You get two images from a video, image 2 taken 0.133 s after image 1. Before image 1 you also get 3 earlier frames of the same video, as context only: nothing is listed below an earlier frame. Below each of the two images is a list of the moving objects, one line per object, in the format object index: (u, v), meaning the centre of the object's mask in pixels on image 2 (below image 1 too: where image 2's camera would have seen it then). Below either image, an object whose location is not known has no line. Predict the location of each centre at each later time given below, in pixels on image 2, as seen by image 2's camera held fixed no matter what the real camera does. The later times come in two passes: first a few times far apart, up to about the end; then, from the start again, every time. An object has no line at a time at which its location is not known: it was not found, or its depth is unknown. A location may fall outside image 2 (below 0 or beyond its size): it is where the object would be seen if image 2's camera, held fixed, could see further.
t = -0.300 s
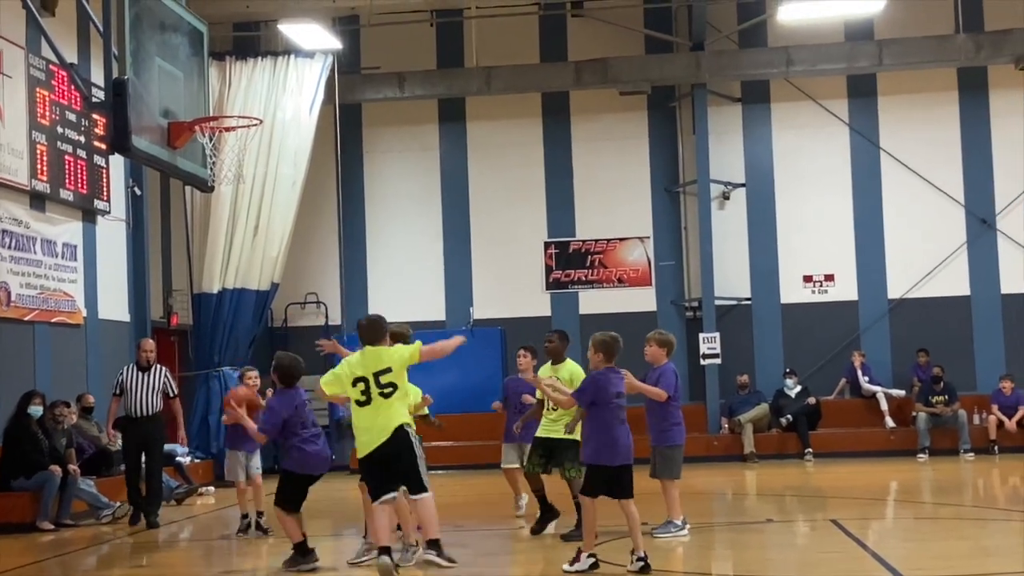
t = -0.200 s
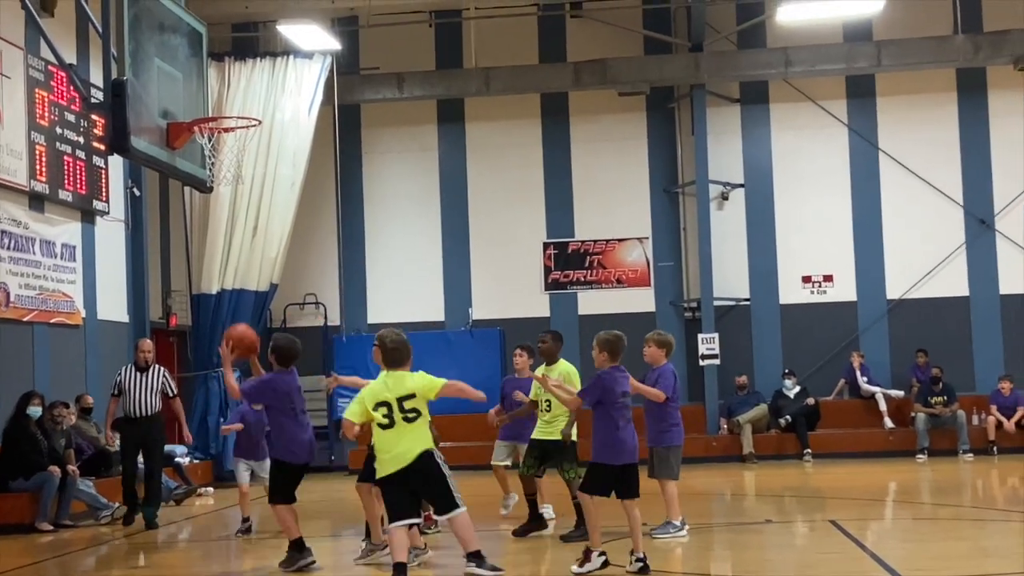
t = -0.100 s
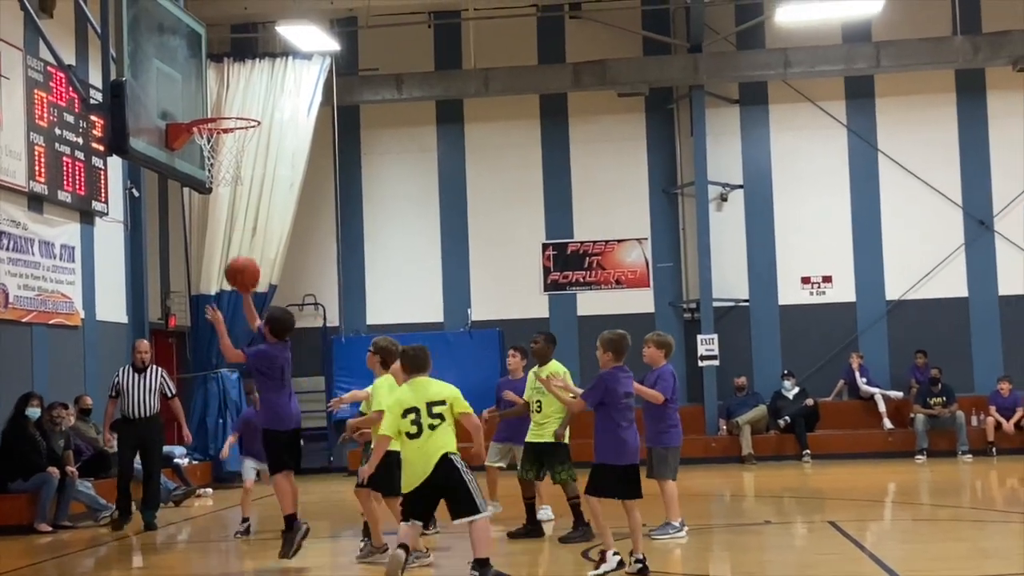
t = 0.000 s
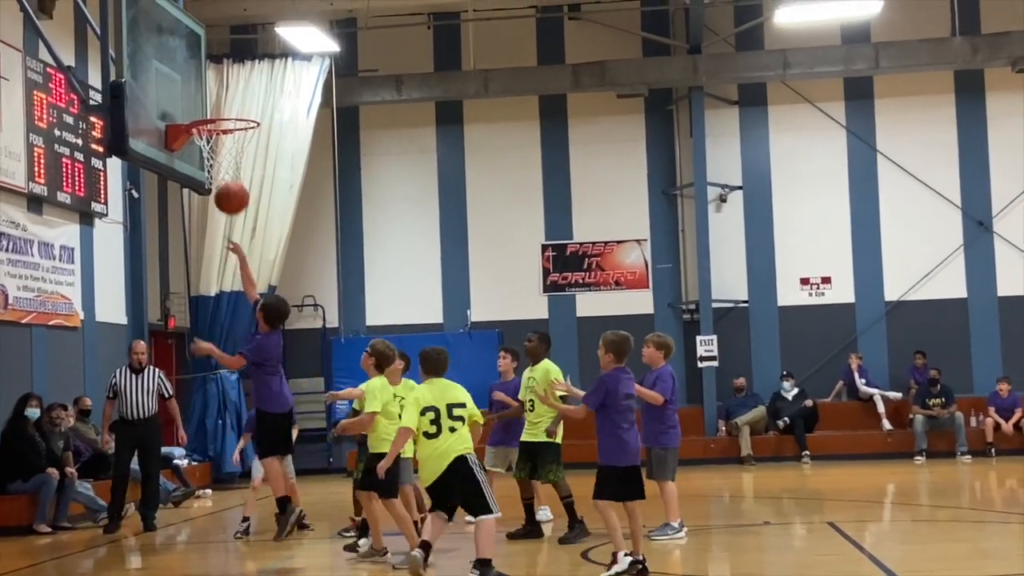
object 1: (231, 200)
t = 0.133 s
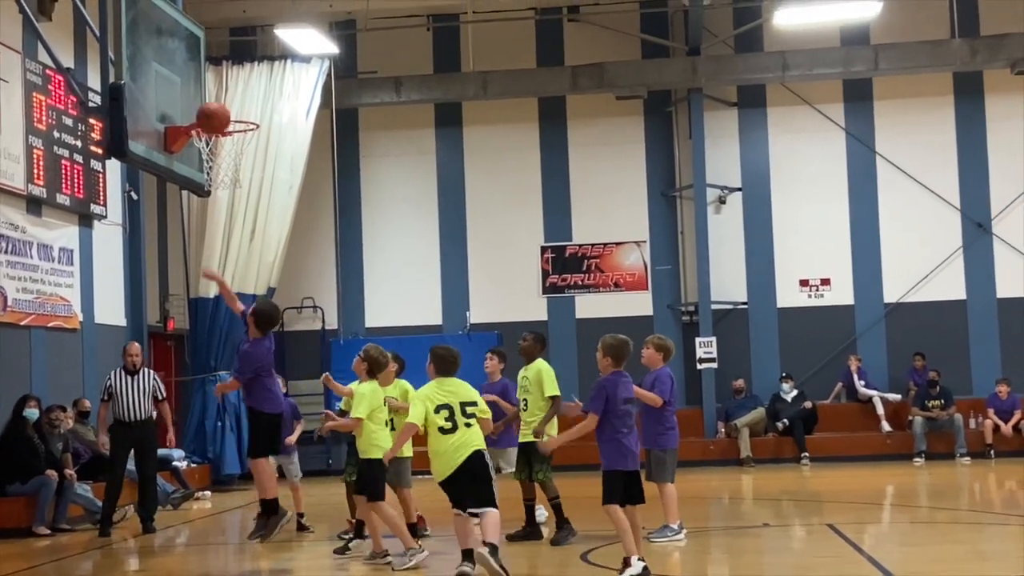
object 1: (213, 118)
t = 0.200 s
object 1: (205, 87)
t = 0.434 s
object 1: (180, 32)
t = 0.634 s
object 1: (191, 51)
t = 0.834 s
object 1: (216, 129)
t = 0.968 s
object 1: (232, 208)
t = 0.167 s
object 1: (209, 103)
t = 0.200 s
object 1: (205, 87)
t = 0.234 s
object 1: (201, 74)
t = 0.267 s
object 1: (197, 63)
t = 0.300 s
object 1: (194, 54)
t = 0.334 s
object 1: (191, 46)
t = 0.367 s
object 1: (187, 39)
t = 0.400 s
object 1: (183, 34)
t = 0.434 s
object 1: (180, 32)
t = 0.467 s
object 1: (177, 30)
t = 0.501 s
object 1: (175, 30)
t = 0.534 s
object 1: (178, 33)
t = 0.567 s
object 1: (183, 37)
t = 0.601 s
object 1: (187, 44)
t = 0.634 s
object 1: (191, 51)
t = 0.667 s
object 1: (195, 60)
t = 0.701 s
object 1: (199, 71)
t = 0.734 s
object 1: (203, 83)
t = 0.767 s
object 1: (207, 97)
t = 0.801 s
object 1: (211, 110)
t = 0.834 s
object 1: (216, 129)
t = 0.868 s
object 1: (220, 147)
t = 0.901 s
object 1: (225, 167)
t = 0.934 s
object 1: (228, 186)
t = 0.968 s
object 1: (232, 208)
